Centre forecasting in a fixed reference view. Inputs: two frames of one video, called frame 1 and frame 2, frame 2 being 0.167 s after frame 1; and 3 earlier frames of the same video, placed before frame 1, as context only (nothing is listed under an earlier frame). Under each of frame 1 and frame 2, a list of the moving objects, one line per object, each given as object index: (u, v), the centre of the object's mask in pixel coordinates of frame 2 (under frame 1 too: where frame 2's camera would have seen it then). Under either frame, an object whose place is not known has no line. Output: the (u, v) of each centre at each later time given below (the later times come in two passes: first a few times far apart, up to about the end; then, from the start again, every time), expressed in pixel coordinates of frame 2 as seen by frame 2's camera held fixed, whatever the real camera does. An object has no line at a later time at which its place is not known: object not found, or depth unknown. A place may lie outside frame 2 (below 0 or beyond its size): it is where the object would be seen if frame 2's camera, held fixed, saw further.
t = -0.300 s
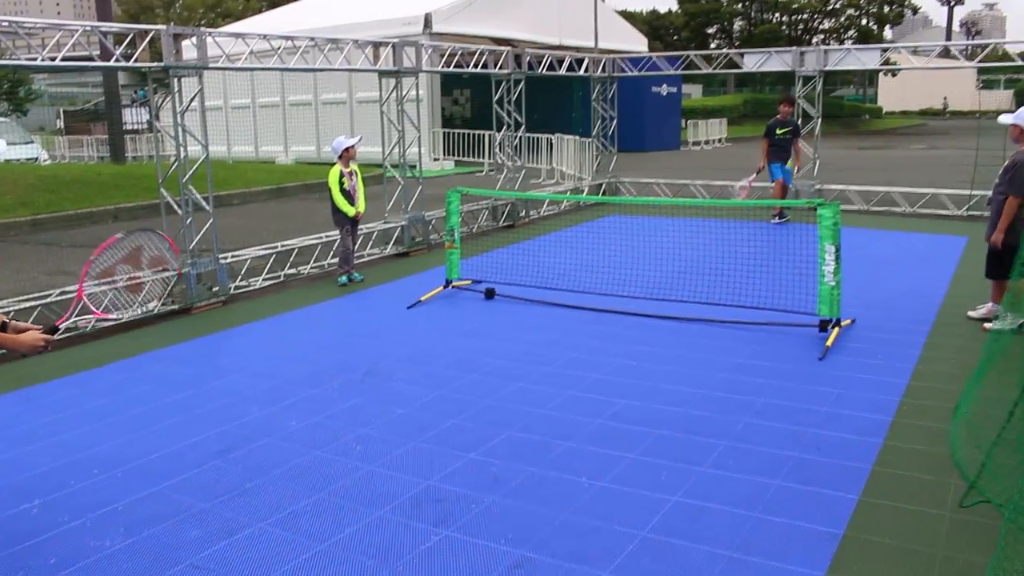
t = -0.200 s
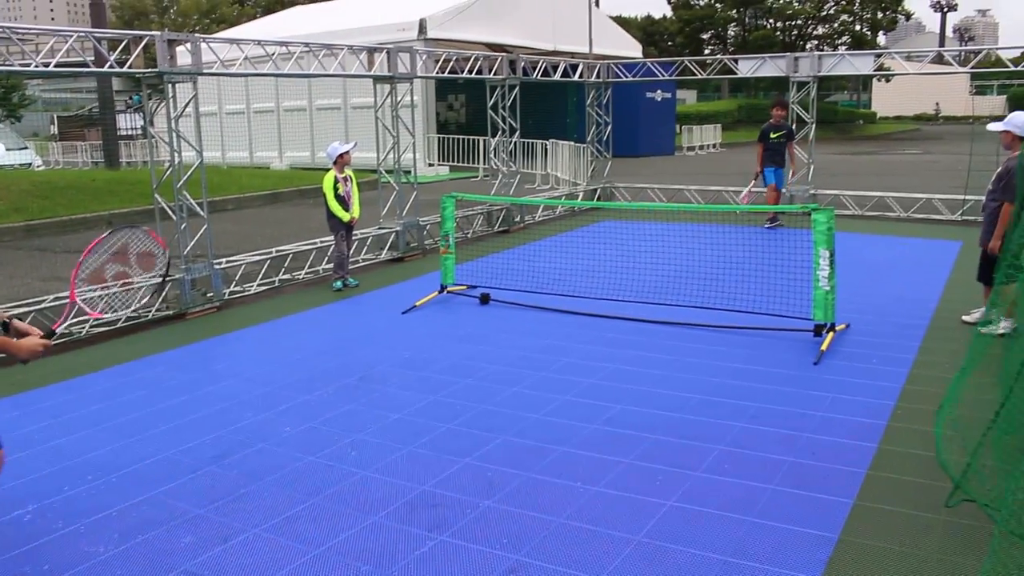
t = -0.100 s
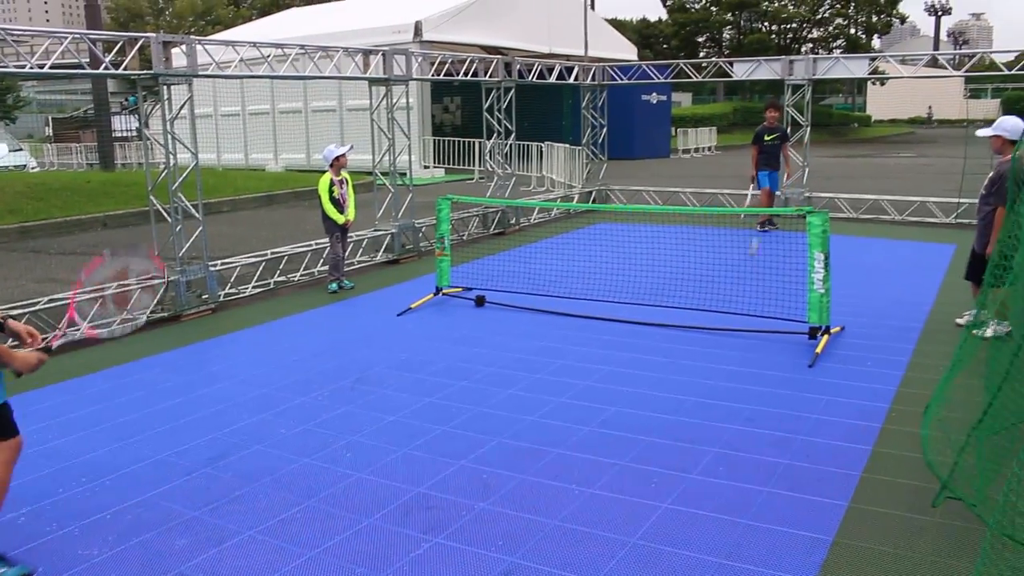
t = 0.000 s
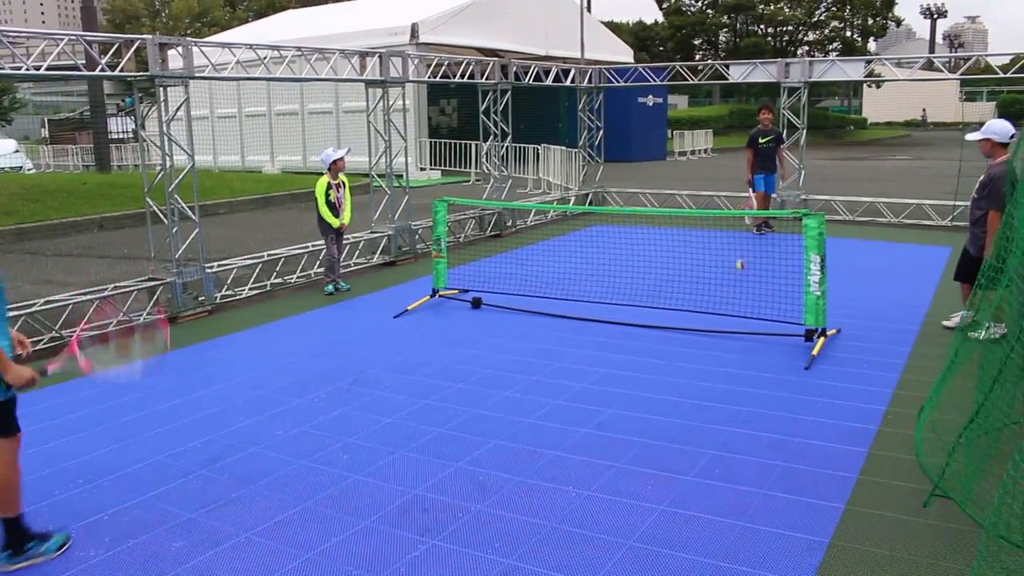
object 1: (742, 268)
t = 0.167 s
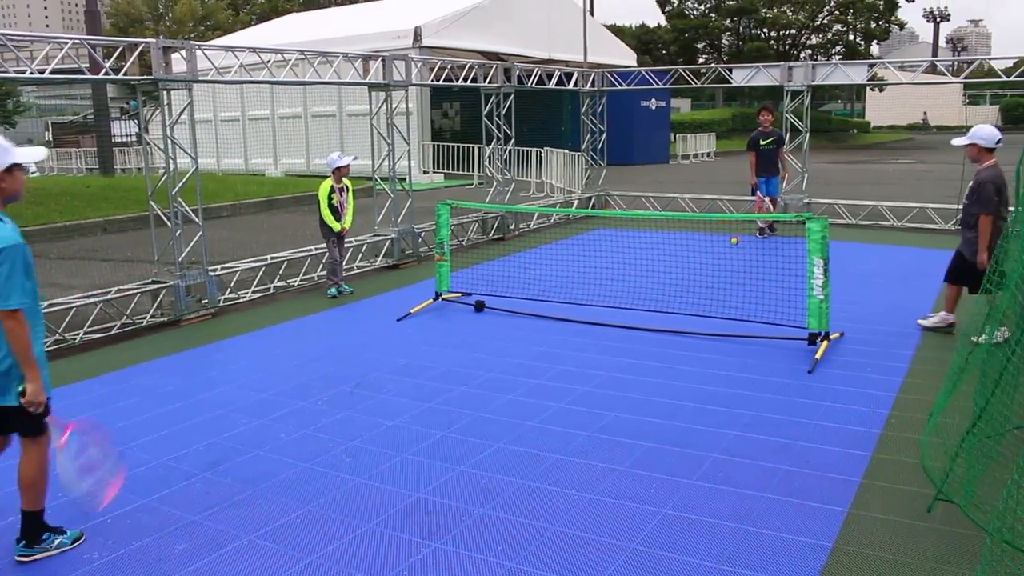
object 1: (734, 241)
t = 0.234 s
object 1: (729, 238)
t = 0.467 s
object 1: (712, 270)
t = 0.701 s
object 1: (697, 278)
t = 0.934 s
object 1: (681, 297)
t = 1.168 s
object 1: (663, 302)
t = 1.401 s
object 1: (644, 317)
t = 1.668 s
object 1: (622, 329)
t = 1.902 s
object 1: (600, 339)
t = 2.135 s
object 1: (575, 348)
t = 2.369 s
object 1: (550, 355)
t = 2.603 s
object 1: (524, 361)
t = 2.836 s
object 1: (497, 368)
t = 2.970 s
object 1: (481, 371)
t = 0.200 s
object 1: (731, 238)
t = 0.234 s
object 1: (729, 238)
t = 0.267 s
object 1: (728, 238)
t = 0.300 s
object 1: (725, 240)
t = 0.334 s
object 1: (722, 243)
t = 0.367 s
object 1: (720, 248)
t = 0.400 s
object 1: (718, 254)
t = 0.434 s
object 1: (715, 262)
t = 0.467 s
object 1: (712, 270)
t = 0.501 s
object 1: (710, 280)
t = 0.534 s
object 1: (706, 293)
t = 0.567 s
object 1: (704, 298)
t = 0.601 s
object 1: (703, 291)
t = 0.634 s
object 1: (701, 285)
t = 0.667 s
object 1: (699, 282)
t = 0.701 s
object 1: (697, 278)
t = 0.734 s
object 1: (695, 277)
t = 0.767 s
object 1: (693, 277)
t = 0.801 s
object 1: (691, 278)
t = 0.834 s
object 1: (689, 281)
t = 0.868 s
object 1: (686, 285)
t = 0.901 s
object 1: (684, 290)
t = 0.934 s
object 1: (681, 297)
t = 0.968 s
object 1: (679, 306)
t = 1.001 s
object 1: (676, 313)
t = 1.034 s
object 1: (674, 308)
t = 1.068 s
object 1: (671, 305)
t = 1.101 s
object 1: (669, 302)
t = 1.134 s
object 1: (667, 301)
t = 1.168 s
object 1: (663, 302)
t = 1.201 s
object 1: (661, 305)
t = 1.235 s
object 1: (658, 307)
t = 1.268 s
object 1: (654, 313)
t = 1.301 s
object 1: (652, 320)
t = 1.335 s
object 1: (649, 322)
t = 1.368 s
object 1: (647, 318)
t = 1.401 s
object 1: (644, 317)
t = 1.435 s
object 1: (642, 317)
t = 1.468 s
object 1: (639, 318)
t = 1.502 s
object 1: (637, 321)
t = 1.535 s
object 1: (633, 326)
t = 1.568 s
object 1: (631, 330)
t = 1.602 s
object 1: (627, 329)
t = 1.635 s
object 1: (625, 328)
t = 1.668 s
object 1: (622, 329)
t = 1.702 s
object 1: (619, 330)
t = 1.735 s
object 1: (615, 336)
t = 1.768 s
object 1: (612, 336)
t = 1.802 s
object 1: (609, 336)
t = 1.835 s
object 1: (606, 337)
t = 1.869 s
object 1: (602, 340)
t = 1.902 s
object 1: (600, 339)
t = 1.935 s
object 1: (596, 340)
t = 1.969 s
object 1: (592, 343)
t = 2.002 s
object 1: (589, 344)
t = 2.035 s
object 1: (586, 345)
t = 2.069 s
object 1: (583, 346)
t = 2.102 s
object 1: (579, 347)
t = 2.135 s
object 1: (575, 348)
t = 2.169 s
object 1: (572, 349)
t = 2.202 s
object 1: (568, 350)
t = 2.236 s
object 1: (564, 351)
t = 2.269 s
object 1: (561, 352)
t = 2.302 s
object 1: (558, 352)
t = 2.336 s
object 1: (554, 354)
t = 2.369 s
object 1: (550, 355)
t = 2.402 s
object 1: (547, 356)
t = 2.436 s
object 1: (543, 357)
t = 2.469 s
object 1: (539, 357)
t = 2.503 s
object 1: (535, 359)
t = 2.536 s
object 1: (532, 360)
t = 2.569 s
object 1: (528, 360)
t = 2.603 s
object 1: (524, 361)
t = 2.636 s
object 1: (520, 362)
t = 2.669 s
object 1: (516, 363)
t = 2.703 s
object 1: (513, 364)
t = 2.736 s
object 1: (508, 365)
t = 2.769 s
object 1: (505, 366)
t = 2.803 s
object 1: (501, 367)
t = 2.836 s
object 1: (497, 368)
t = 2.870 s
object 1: (493, 369)
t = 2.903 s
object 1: (489, 370)
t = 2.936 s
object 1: (485, 371)
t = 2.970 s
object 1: (481, 371)
